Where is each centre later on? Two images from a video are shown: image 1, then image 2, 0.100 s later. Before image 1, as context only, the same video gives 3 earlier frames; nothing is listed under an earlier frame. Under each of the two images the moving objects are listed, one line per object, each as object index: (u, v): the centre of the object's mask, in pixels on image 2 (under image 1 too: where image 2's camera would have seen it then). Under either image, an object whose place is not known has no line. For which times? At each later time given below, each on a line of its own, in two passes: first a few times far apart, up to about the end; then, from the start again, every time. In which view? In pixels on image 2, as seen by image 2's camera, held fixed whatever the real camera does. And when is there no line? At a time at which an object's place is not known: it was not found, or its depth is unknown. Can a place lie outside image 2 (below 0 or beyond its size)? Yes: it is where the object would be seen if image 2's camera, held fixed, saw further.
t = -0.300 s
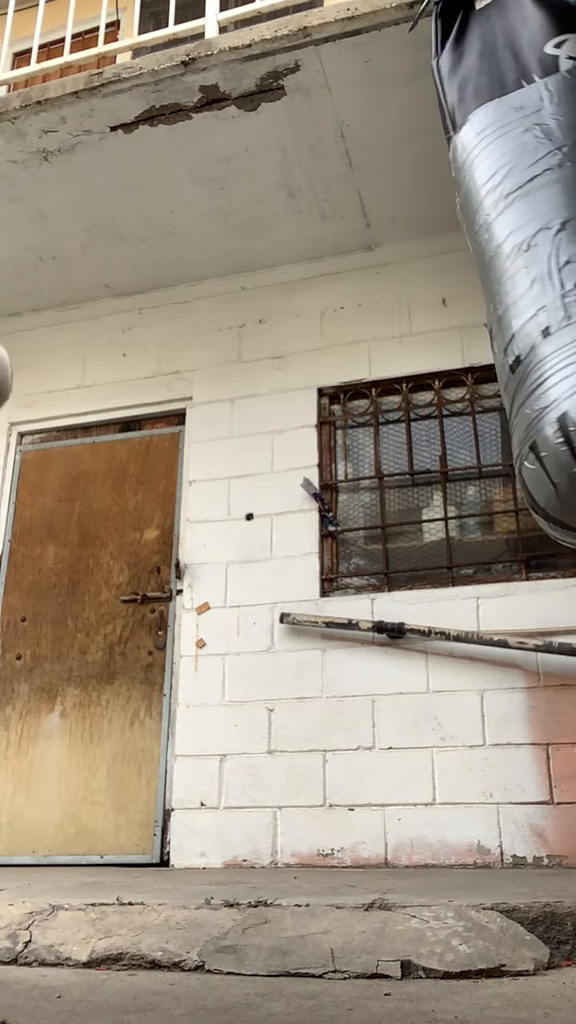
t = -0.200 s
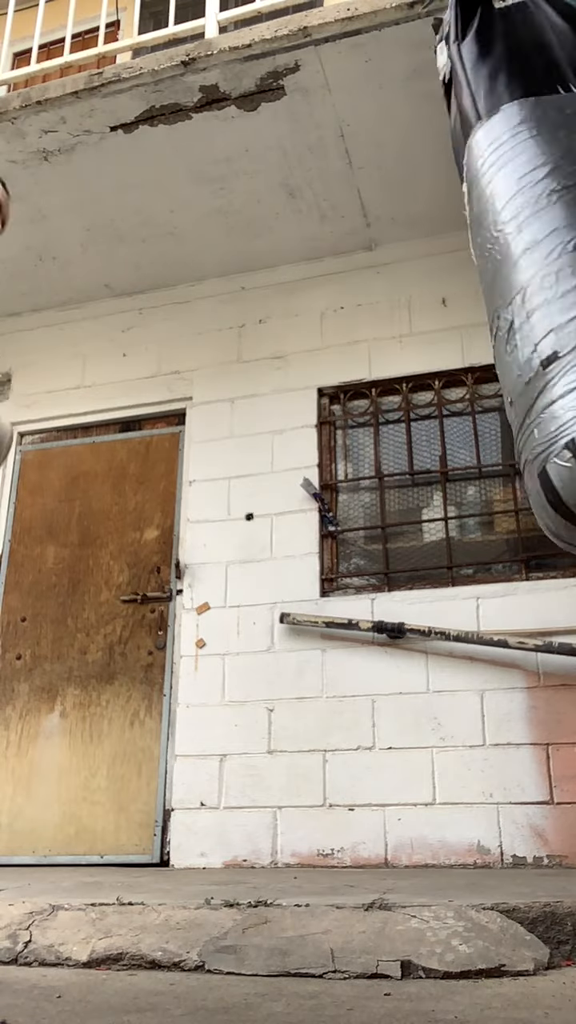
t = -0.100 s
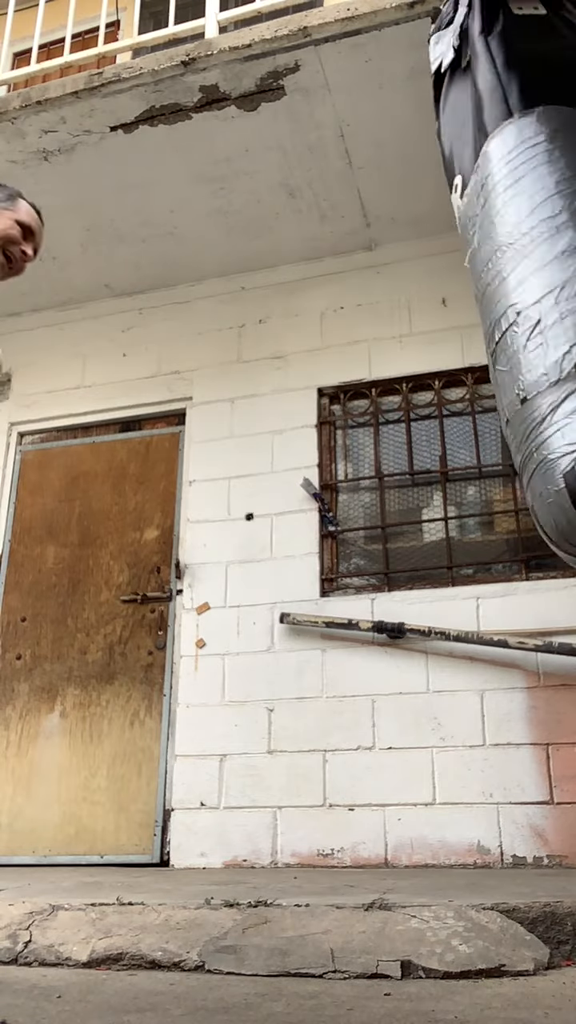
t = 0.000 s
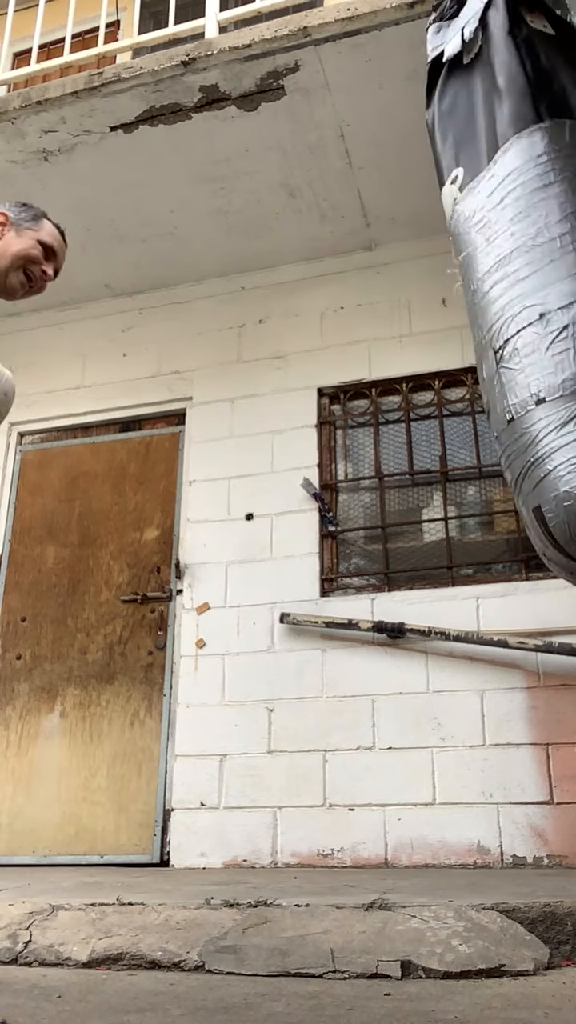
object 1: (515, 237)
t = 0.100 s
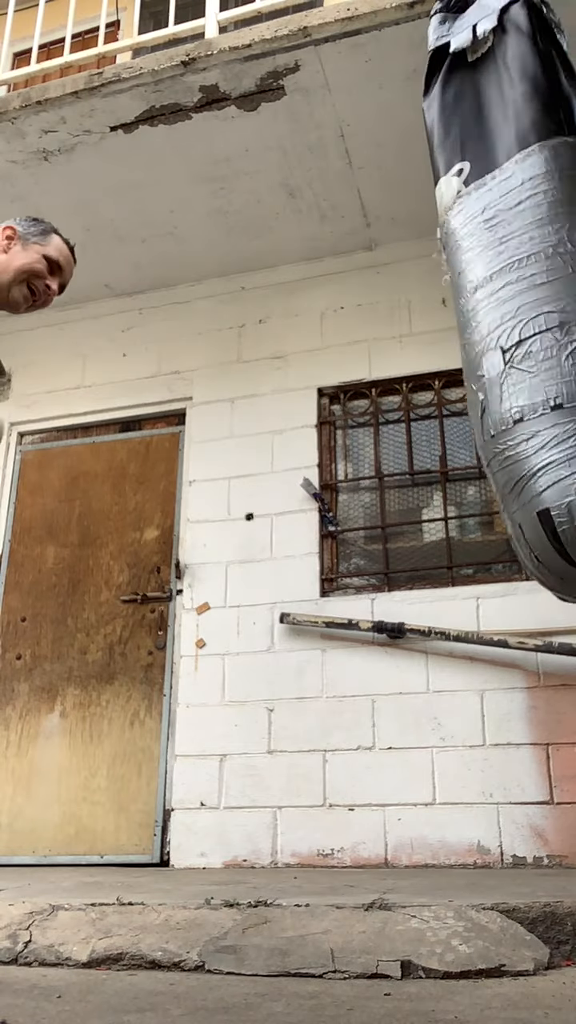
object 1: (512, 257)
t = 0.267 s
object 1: (507, 293)
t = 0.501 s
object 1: (484, 318)
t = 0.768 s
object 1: (447, 320)
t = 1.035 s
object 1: (434, 312)
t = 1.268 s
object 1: (455, 298)
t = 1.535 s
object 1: (489, 265)
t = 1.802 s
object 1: (514, 231)
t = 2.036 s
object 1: (518, 214)
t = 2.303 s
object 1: (516, 245)
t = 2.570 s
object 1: (501, 298)
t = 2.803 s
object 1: (480, 321)
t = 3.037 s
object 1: (449, 319)
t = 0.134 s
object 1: (510, 266)
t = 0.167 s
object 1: (509, 274)
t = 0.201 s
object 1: (509, 280)
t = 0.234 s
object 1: (508, 288)
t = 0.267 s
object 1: (507, 293)
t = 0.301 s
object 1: (503, 298)
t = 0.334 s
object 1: (500, 301)
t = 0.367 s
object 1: (497, 305)
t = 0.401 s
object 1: (494, 308)
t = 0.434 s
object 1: (491, 311)
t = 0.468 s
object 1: (487, 314)
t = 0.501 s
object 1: (484, 318)
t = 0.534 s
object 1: (480, 320)
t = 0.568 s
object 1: (475, 322)
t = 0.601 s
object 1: (471, 322)
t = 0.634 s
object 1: (465, 321)
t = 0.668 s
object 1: (460, 321)
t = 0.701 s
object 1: (456, 321)
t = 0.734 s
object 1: (451, 320)
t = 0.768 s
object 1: (447, 320)
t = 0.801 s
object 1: (444, 319)
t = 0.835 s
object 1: (441, 319)
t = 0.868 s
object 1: (438, 318)
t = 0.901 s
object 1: (437, 317)
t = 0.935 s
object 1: (435, 316)
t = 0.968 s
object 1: (434, 315)
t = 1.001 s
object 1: (434, 313)
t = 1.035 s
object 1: (434, 312)
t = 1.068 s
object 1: (435, 310)
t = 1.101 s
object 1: (436, 308)
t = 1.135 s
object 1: (439, 306)
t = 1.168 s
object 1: (441, 305)
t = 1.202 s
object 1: (445, 302)
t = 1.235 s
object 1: (450, 300)
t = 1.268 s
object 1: (455, 298)
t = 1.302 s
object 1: (460, 296)
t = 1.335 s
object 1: (465, 292)
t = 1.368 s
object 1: (469, 287)
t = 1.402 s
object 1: (473, 283)
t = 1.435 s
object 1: (477, 279)
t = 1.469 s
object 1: (481, 274)
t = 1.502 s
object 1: (485, 269)
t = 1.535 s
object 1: (489, 265)
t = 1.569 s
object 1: (493, 260)
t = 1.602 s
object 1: (497, 256)
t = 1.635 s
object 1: (499, 252)
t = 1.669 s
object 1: (503, 248)
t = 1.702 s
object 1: (506, 243)
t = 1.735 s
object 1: (509, 239)
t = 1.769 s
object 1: (512, 235)
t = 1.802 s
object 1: (514, 231)
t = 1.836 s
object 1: (517, 228)
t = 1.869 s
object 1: (518, 225)
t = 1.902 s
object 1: (519, 221)
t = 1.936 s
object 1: (519, 218)
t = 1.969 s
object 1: (518, 215)
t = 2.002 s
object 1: (518, 214)
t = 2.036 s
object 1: (518, 214)
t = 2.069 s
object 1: (517, 215)
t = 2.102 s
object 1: (517, 216)
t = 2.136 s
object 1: (517, 220)
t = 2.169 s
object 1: (517, 223)
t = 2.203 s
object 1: (516, 228)
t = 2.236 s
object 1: (516, 233)
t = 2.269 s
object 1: (516, 239)
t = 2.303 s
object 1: (516, 245)
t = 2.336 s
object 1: (516, 253)
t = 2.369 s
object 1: (515, 260)
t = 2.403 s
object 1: (514, 267)
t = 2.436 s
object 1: (513, 274)
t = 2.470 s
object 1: (511, 280)
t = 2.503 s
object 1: (508, 286)
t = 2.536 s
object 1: (505, 292)
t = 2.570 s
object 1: (501, 298)
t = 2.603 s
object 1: (498, 302)
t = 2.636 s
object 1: (495, 306)
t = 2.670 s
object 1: (492, 310)
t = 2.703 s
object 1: (489, 313)
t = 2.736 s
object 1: (486, 316)
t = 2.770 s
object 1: (483, 318)
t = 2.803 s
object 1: (480, 321)
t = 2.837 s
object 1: (476, 322)
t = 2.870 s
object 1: (471, 321)
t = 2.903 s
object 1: (466, 321)
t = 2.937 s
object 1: (462, 321)
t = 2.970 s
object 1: (457, 320)
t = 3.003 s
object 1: (453, 320)
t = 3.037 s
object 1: (449, 319)
